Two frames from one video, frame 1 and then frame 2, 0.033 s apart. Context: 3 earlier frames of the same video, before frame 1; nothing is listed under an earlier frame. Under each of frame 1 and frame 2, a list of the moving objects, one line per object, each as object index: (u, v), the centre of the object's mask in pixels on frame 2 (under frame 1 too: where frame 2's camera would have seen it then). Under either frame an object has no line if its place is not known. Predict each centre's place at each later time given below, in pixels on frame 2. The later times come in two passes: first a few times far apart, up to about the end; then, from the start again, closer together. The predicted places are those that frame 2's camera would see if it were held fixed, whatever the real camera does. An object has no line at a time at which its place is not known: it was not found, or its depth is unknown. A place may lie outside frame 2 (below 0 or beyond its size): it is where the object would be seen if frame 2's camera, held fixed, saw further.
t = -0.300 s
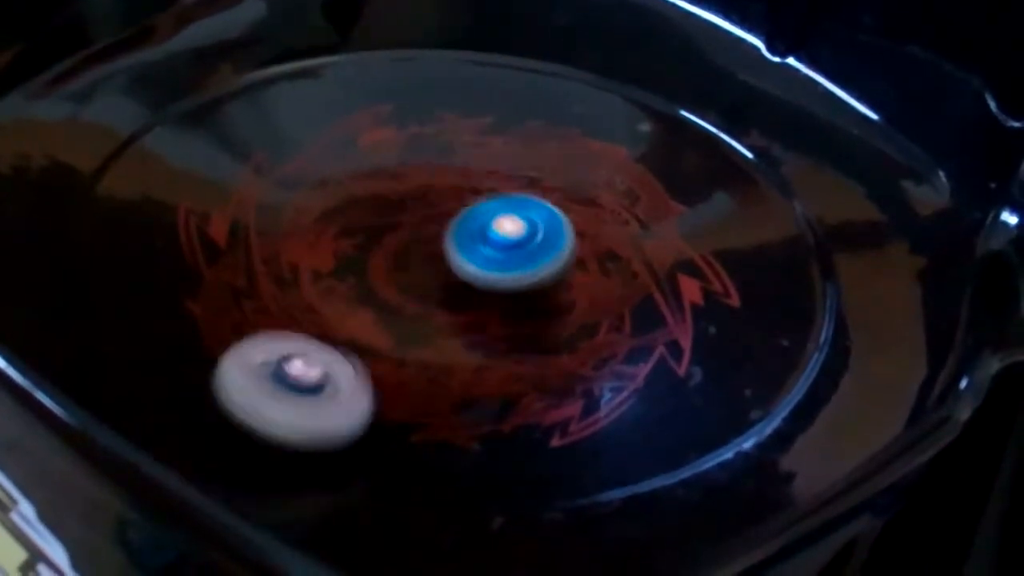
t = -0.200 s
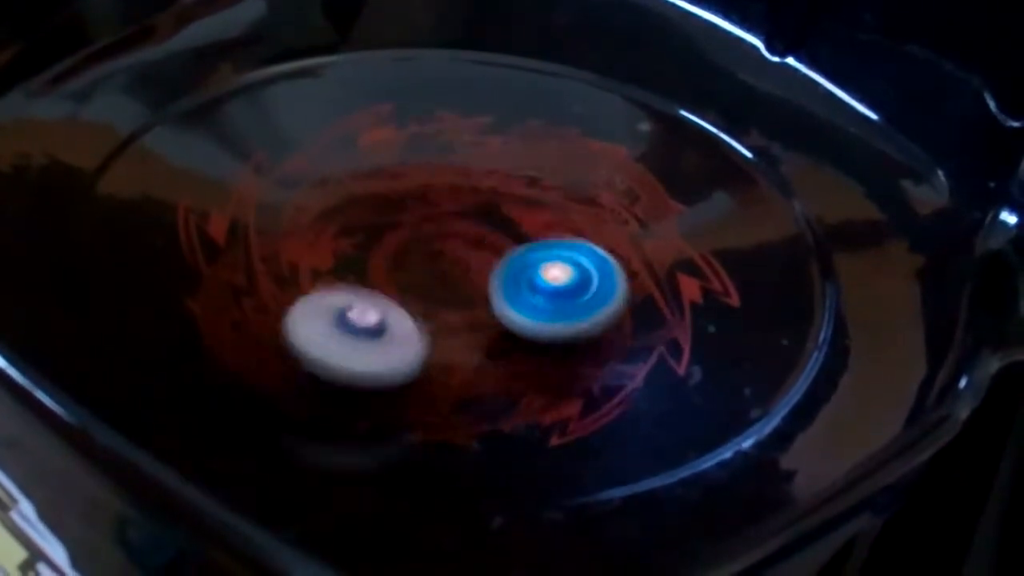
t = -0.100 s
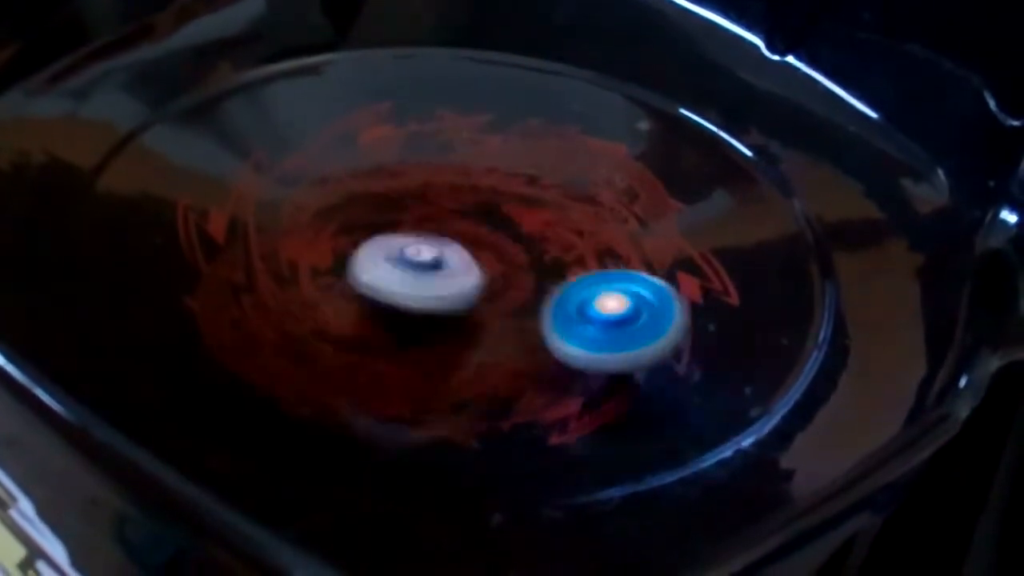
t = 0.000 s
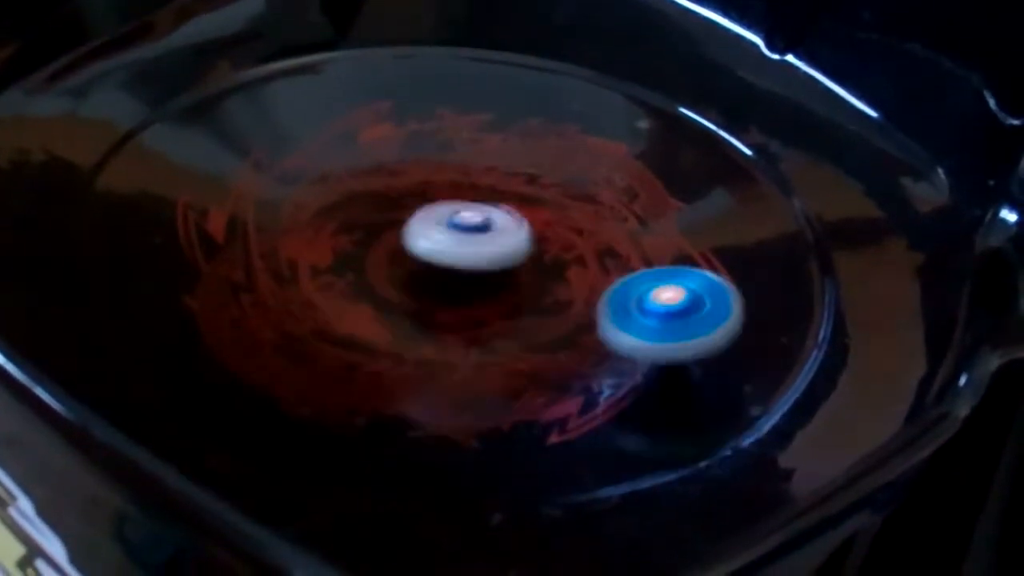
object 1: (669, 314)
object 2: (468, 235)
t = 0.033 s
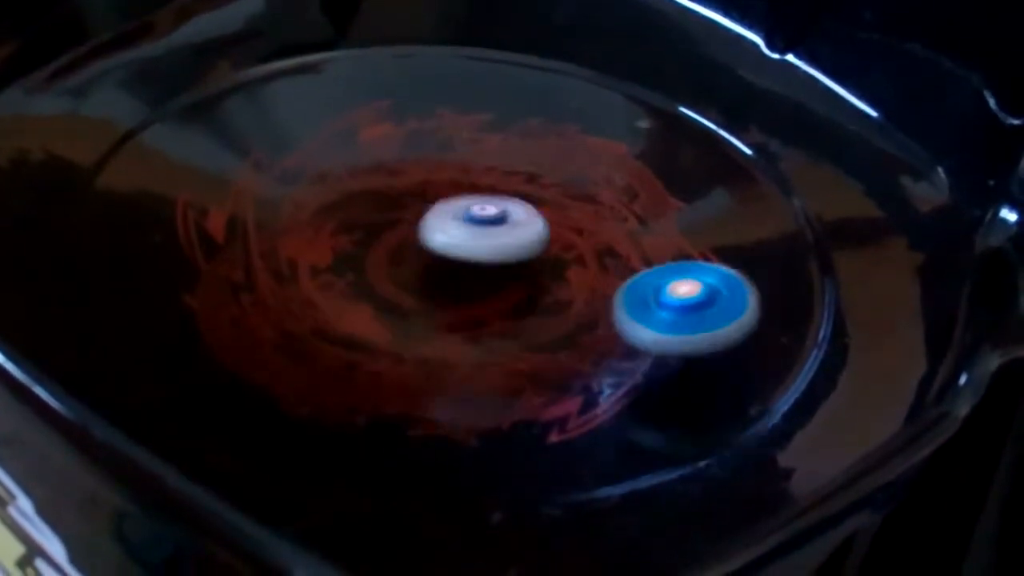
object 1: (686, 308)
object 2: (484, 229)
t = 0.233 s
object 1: (654, 266)
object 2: (556, 191)
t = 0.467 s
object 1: (496, 314)
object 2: (546, 140)
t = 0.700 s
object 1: (390, 357)
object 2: (506, 179)
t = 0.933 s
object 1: (407, 314)
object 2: (427, 154)
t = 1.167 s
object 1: (300, 224)
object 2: (378, 130)
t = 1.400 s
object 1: (235, 202)
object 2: (375, 164)
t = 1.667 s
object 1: (276, 336)
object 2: (503, 117)
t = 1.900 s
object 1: (480, 340)
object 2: (567, 194)
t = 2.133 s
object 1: (535, 391)
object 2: (584, 129)
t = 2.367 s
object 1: (580, 408)
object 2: (543, 92)
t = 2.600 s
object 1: (556, 352)
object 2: (493, 197)
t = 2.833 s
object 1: (444, 287)
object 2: (406, 208)
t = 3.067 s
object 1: (390, 324)
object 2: (333, 123)
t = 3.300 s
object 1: (358, 291)
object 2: (401, 171)
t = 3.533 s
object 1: (292, 260)
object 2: (410, 226)
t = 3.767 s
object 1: (321, 283)
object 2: (493, 261)
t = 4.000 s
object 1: (357, 226)
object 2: (580, 294)
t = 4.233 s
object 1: (346, 168)
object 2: (598, 324)
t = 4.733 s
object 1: (400, 182)
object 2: (508, 241)
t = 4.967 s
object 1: (377, 150)
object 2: (530, 208)
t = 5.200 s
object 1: (366, 179)
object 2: (559, 186)
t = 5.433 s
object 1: (400, 199)
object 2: (574, 213)
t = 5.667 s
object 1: (397, 212)
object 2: (569, 221)
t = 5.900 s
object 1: (369, 228)
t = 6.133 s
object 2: (573, 235)
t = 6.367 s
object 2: (539, 244)
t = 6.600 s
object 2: (496, 244)
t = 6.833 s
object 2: (455, 219)
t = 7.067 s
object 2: (451, 174)
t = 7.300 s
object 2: (474, 148)
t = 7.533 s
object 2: (509, 174)
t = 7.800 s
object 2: (513, 171)
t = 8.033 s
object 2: (468, 185)
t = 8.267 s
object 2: (411, 188)
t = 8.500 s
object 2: (358, 176)
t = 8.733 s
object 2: (323, 172)
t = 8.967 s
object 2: (341, 194)
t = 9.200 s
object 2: (343, 232)
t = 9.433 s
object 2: (336, 273)
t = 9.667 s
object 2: (318, 299)
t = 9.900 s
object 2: (326, 293)
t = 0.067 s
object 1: (698, 300)
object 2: (500, 225)
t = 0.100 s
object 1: (703, 289)
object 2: (517, 223)
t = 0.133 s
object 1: (697, 278)
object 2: (535, 222)
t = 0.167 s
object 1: (679, 267)
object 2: (552, 220)
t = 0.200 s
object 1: (666, 263)
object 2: (559, 210)
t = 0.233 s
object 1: (654, 266)
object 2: (556, 191)
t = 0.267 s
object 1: (633, 269)
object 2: (554, 174)
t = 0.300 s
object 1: (609, 273)
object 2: (552, 160)
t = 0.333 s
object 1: (584, 279)
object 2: (551, 149)
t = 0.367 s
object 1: (563, 286)
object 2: (550, 141)
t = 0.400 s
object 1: (542, 296)
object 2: (549, 138)
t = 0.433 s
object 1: (519, 305)
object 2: (547, 138)
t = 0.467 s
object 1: (496, 314)
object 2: (546, 140)
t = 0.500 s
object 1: (472, 322)
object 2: (543, 145)
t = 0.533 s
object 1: (450, 329)
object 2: (539, 151)
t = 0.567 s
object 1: (428, 336)
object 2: (534, 158)
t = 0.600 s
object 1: (411, 343)
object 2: (528, 166)
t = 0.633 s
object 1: (398, 349)
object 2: (521, 172)
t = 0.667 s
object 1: (392, 353)
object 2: (514, 177)
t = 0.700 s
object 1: (390, 357)
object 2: (506, 179)
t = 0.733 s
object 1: (392, 360)
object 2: (497, 180)
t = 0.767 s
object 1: (396, 361)
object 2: (488, 179)
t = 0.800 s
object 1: (403, 358)
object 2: (479, 176)
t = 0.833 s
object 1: (411, 352)
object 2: (468, 172)
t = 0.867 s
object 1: (416, 341)
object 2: (454, 166)
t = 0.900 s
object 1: (414, 327)
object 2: (440, 160)
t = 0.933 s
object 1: (407, 314)
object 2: (427, 154)
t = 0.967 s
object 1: (396, 300)
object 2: (414, 148)
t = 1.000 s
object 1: (380, 287)
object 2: (402, 142)
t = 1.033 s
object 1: (363, 275)
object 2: (393, 137)
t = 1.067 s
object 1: (345, 262)
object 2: (385, 133)
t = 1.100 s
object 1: (329, 249)
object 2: (380, 130)
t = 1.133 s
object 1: (313, 236)
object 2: (378, 129)
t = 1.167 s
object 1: (300, 224)
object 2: (378, 130)
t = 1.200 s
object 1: (286, 213)
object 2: (380, 132)
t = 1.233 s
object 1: (272, 202)
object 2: (383, 136)
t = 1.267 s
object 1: (259, 195)
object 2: (385, 140)
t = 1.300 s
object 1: (247, 191)
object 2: (386, 145)
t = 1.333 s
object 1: (239, 191)
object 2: (385, 151)
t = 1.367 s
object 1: (234, 195)
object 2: (381, 157)
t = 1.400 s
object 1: (235, 202)
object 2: (375, 164)
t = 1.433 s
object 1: (246, 212)
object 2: (367, 170)
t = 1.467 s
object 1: (262, 220)
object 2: (358, 176)
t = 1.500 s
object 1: (243, 245)
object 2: (381, 163)
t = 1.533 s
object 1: (226, 270)
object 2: (410, 146)
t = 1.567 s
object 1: (222, 291)
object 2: (437, 132)
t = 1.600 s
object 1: (231, 310)
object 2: (463, 120)
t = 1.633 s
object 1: (250, 325)
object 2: (485, 115)
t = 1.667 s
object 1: (276, 336)
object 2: (503, 117)
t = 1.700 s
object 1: (304, 344)
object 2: (518, 123)
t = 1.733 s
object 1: (334, 350)
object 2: (531, 134)
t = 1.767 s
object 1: (366, 354)
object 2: (543, 146)
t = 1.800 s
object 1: (399, 355)
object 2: (552, 158)
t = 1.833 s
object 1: (428, 353)
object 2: (559, 170)
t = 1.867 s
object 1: (455, 348)
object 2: (565, 183)
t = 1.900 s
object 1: (480, 340)
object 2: (567, 194)
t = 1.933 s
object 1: (501, 331)
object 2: (569, 204)
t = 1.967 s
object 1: (518, 321)
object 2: (569, 214)
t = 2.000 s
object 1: (532, 310)
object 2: (569, 223)
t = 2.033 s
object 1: (543, 306)
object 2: (570, 222)
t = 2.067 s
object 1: (544, 348)
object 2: (576, 193)
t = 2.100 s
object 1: (540, 375)
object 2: (582, 160)
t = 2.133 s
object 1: (535, 391)
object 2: (584, 129)
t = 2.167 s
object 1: (536, 400)
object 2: (581, 106)
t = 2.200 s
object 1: (542, 404)
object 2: (576, 89)
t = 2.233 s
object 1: (551, 406)
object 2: (569, 79)
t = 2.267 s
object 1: (559, 407)
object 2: (561, 75)
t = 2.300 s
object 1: (567, 408)
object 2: (555, 77)
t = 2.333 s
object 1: (573, 408)
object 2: (549, 83)
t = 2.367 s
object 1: (580, 408)
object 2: (543, 92)
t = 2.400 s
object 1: (585, 407)
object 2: (536, 106)
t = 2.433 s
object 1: (590, 404)
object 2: (531, 122)
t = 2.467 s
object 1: (592, 398)
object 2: (525, 140)
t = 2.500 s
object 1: (589, 389)
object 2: (518, 158)
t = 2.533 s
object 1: (580, 377)
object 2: (509, 174)
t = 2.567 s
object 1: (568, 364)
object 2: (501, 186)
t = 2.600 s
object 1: (556, 352)
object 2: (493, 197)
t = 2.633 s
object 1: (543, 338)
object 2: (482, 205)
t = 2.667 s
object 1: (528, 325)
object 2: (471, 210)
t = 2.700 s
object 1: (511, 312)
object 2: (459, 215)
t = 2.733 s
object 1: (492, 302)
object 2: (448, 216)
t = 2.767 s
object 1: (475, 293)
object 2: (434, 216)
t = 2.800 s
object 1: (460, 292)
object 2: (419, 211)
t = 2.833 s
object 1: (444, 287)
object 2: (406, 208)
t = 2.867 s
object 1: (429, 282)
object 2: (391, 202)
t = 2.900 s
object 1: (421, 301)
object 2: (374, 184)
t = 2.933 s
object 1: (413, 314)
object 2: (356, 165)
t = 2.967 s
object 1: (405, 321)
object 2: (344, 148)
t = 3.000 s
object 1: (398, 324)
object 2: (335, 134)
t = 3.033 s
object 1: (393, 324)
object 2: (332, 125)
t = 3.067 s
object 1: (390, 324)
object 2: (333, 123)
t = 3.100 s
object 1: (390, 324)
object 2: (338, 124)
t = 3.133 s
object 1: (389, 320)
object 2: (349, 129)
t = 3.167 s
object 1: (387, 317)
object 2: (362, 137)
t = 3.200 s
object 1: (383, 312)
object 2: (375, 145)
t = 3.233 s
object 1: (377, 306)
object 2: (387, 154)
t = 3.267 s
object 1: (368, 299)
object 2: (396, 163)
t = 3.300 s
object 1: (358, 291)
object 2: (401, 171)
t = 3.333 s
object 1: (346, 284)
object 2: (403, 178)
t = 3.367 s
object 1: (332, 276)
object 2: (403, 186)
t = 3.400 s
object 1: (320, 270)
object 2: (403, 194)
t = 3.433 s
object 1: (308, 265)
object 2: (405, 202)
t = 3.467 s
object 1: (300, 262)
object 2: (406, 210)
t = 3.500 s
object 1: (294, 260)
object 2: (408, 217)
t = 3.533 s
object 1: (292, 260)
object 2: (410, 226)
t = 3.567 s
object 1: (288, 261)
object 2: (416, 232)
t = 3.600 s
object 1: (277, 264)
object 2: (434, 235)
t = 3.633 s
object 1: (275, 268)
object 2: (448, 239)
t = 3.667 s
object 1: (279, 274)
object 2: (460, 244)
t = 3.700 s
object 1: (291, 280)
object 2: (471, 250)
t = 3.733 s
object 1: (306, 284)
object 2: (482, 256)
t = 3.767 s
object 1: (321, 283)
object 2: (493, 261)
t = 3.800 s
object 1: (333, 279)
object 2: (505, 266)
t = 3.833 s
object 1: (341, 272)
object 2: (517, 272)
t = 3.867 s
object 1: (346, 263)
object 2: (529, 276)
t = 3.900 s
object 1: (349, 254)
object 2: (542, 281)
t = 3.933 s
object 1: (353, 244)
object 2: (555, 285)
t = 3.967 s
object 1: (355, 235)
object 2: (568, 290)
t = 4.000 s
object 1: (357, 226)
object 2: (580, 294)
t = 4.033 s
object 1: (358, 218)
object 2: (592, 297)
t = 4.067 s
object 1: (358, 208)
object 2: (600, 301)
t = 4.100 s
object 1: (358, 199)
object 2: (606, 305)
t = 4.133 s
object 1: (356, 191)
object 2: (610, 310)
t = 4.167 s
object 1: (354, 183)
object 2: (610, 314)
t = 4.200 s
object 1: (352, 175)
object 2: (606, 320)
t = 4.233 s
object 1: (346, 168)
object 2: (598, 324)
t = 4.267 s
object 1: (339, 162)
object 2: (587, 328)
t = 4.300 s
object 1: (331, 160)
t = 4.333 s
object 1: (321, 161)
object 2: (556, 325)
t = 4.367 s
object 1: (314, 164)
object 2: (543, 320)
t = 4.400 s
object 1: (310, 173)
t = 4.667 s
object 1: (388, 189)
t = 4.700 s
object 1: (396, 188)
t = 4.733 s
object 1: (400, 182)
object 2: (508, 241)
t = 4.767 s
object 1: (400, 176)
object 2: (513, 238)
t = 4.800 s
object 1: (400, 170)
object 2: (516, 233)
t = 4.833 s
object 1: (399, 165)
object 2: (519, 228)
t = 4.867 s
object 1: (398, 159)
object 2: (522, 223)
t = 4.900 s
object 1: (393, 154)
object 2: (524, 218)
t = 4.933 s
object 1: (386, 151)
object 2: (527, 213)
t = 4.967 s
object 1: (377, 150)
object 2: (530, 208)
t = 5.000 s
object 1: (368, 152)
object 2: (533, 204)
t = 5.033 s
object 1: (360, 157)
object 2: (537, 200)
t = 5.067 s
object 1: (357, 163)
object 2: (540, 196)
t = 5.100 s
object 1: (357, 168)
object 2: (544, 193)
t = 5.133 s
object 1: (359, 173)
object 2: (549, 189)
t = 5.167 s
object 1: (363, 176)
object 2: (553, 187)
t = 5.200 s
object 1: (366, 179)
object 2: (559, 186)
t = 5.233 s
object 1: (371, 182)
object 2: (565, 186)
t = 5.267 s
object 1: (375, 184)
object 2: (570, 188)
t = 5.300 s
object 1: (381, 188)
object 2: (576, 192)
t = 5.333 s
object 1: (385, 190)
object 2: (579, 197)
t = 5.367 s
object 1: (390, 193)
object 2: (580, 204)
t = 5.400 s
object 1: (394, 195)
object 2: (579, 209)
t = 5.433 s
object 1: (400, 199)
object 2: (574, 213)
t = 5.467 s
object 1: (405, 201)
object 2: (568, 216)
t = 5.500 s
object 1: (411, 204)
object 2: (560, 217)
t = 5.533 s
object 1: (417, 206)
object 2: (552, 218)
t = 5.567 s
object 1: (413, 208)
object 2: (554, 220)
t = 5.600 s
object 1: (406, 209)
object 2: (562, 220)
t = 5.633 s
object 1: (401, 211)
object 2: (566, 221)
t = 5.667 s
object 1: (397, 212)
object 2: (569, 221)
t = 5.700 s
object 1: (392, 215)
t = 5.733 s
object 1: (389, 216)
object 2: (572, 222)
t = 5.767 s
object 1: (384, 219)
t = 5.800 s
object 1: (380, 220)
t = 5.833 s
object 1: (376, 223)
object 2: (575, 224)
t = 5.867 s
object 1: (372, 225)
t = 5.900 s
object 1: (369, 228)
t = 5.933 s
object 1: (366, 230)
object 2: (575, 227)
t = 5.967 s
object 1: (363, 233)
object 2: (575, 227)
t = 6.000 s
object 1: (360, 236)
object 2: (575, 229)
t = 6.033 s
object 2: (575, 230)
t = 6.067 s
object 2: (574, 232)
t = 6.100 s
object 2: (574, 233)
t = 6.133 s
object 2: (573, 235)
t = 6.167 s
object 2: (571, 237)
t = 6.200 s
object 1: (348, 255)
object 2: (567, 239)
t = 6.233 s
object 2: (561, 240)
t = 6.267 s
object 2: (556, 242)
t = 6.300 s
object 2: (549, 242)
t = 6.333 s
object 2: (545, 243)
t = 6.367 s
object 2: (539, 244)
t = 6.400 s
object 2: (534, 245)
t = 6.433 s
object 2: (528, 246)
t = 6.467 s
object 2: (522, 245)
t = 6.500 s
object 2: (516, 245)
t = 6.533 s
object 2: (509, 244)
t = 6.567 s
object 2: (502, 244)
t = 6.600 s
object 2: (496, 244)
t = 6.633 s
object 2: (488, 243)
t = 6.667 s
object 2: (481, 242)
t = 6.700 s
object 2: (473, 241)
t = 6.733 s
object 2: (467, 239)
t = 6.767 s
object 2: (460, 236)
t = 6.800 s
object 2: (456, 230)
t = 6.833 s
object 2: (455, 219)
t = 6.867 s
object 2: (455, 210)
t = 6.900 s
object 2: (453, 202)
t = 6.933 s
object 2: (452, 196)
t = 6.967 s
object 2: (452, 190)
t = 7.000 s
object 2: (452, 184)
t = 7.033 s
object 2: (452, 179)
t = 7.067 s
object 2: (451, 174)
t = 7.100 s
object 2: (453, 169)
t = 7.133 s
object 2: (453, 163)
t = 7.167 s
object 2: (455, 158)
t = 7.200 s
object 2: (457, 154)
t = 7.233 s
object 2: (461, 151)
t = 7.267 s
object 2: (467, 148)
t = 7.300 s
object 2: (474, 148)
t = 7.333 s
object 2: (483, 148)
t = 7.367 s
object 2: (491, 151)
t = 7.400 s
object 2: (500, 154)
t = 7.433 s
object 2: (505, 159)
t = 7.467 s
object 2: (509, 164)
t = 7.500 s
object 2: (510, 170)
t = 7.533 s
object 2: (509, 174)
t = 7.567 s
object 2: (508, 178)
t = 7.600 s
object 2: (509, 176)
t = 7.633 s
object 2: (516, 171)
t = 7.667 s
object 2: (520, 167)
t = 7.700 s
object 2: (521, 166)
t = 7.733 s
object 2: (520, 167)
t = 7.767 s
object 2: (518, 169)
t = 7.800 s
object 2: (513, 171)
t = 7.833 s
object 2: (508, 173)
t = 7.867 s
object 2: (503, 176)
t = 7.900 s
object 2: (497, 177)
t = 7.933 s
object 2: (489, 179)
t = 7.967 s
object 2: (484, 181)
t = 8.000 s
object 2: (476, 183)
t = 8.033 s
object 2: (468, 185)
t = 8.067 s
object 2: (461, 186)
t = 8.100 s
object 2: (453, 187)
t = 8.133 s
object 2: (445, 188)
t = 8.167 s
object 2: (435, 188)
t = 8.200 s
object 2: (428, 189)
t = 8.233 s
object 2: (419, 189)
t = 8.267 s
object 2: (411, 188)
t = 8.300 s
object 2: (404, 185)
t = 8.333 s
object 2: (395, 179)
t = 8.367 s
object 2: (386, 177)
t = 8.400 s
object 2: (378, 177)
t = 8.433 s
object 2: (372, 176)
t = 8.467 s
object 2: (365, 176)
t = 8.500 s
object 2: (358, 176)
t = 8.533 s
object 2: (350, 176)
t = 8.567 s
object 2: (341, 176)
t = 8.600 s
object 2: (336, 176)
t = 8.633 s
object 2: (331, 175)
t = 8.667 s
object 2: (327, 175)
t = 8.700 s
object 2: (324, 173)
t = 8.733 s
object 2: (323, 172)
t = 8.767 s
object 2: (327, 173)
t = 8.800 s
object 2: (330, 175)
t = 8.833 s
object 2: (333, 178)
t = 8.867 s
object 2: (336, 181)
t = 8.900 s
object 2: (338, 185)
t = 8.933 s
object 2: (341, 189)
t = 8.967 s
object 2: (341, 194)
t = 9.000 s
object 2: (342, 199)
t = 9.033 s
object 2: (343, 204)
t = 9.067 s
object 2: (342, 211)
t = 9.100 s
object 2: (343, 216)
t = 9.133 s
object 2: (343, 221)
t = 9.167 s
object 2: (343, 227)
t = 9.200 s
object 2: (343, 232)
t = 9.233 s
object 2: (341, 238)
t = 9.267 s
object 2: (341, 244)
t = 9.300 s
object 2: (341, 249)
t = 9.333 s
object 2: (340, 255)
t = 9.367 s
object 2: (340, 260)
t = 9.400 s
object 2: (337, 266)
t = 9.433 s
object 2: (336, 273)
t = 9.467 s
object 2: (335, 278)
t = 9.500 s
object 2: (334, 284)
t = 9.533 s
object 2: (333, 289)
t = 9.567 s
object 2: (329, 294)
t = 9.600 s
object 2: (326, 297)
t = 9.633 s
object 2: (323, 299)
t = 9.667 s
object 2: (318, 299)
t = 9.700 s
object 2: (316, 298)
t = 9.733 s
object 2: (313, 294)
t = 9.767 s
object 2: (314, 291)
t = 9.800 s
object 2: (321, 286)
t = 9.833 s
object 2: (328, 283)
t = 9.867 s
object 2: (327, 286)
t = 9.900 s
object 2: (326, 293)
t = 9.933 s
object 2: (328, 296)
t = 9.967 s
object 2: (334, 296)
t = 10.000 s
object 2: (341, 295)
